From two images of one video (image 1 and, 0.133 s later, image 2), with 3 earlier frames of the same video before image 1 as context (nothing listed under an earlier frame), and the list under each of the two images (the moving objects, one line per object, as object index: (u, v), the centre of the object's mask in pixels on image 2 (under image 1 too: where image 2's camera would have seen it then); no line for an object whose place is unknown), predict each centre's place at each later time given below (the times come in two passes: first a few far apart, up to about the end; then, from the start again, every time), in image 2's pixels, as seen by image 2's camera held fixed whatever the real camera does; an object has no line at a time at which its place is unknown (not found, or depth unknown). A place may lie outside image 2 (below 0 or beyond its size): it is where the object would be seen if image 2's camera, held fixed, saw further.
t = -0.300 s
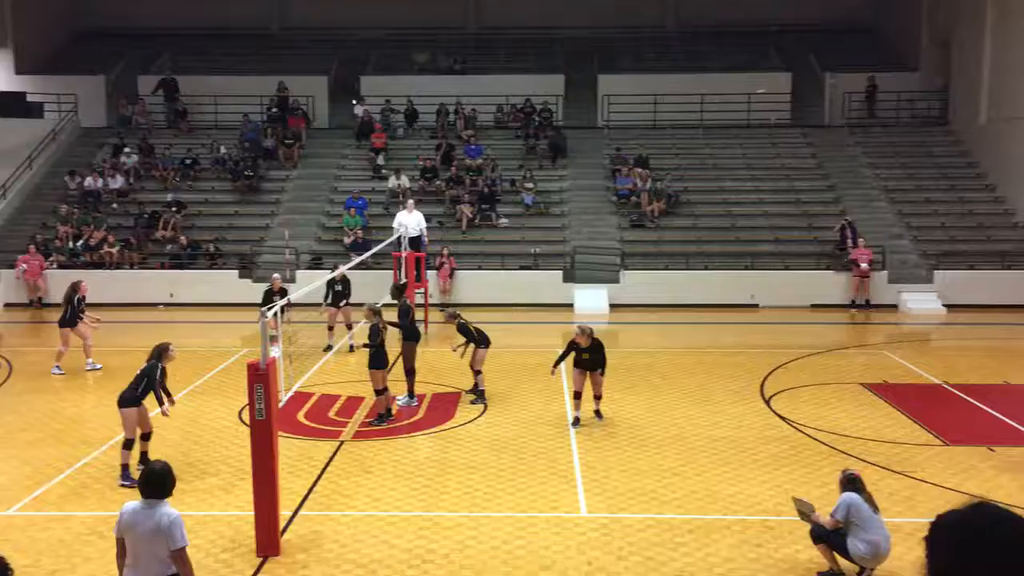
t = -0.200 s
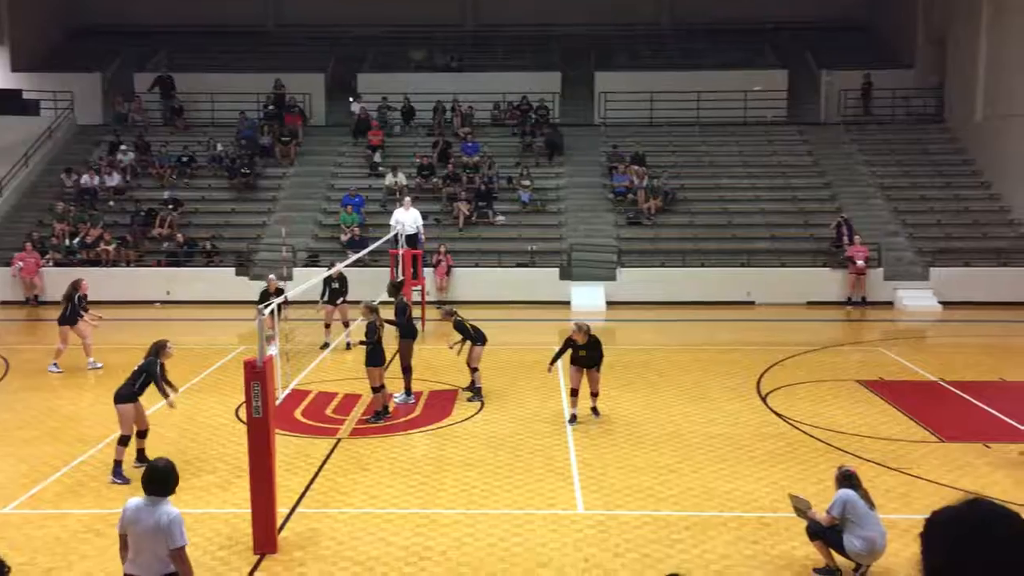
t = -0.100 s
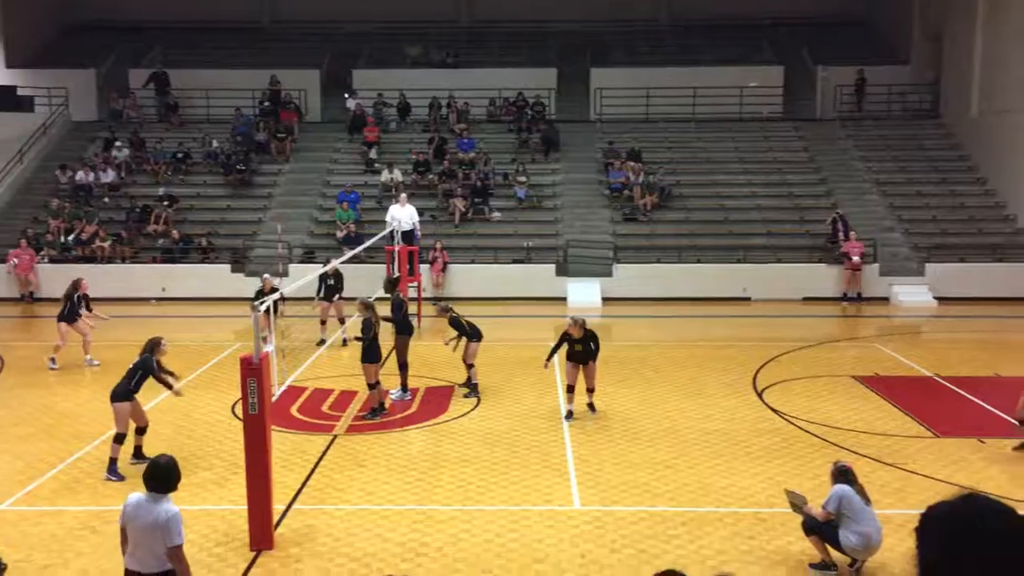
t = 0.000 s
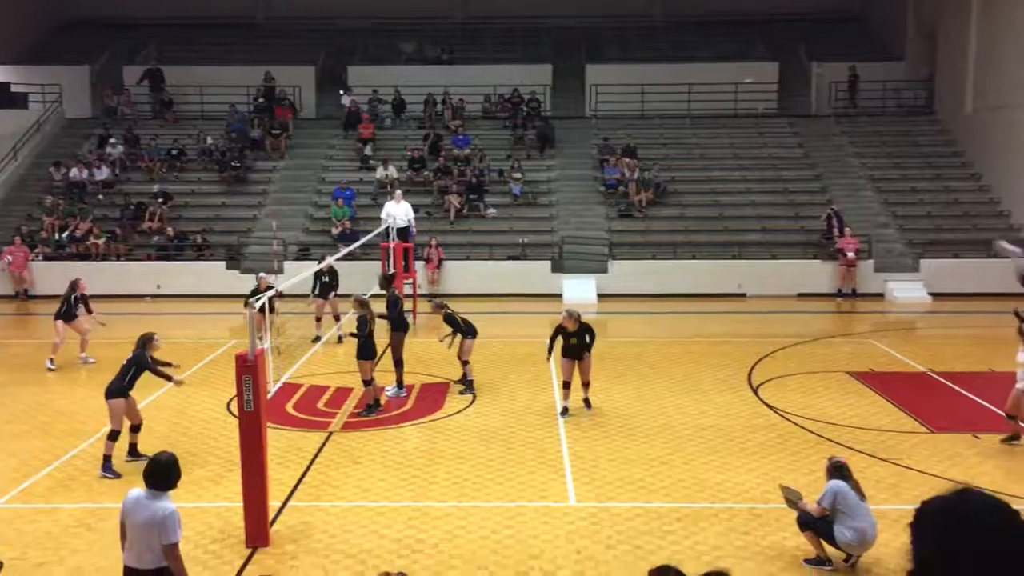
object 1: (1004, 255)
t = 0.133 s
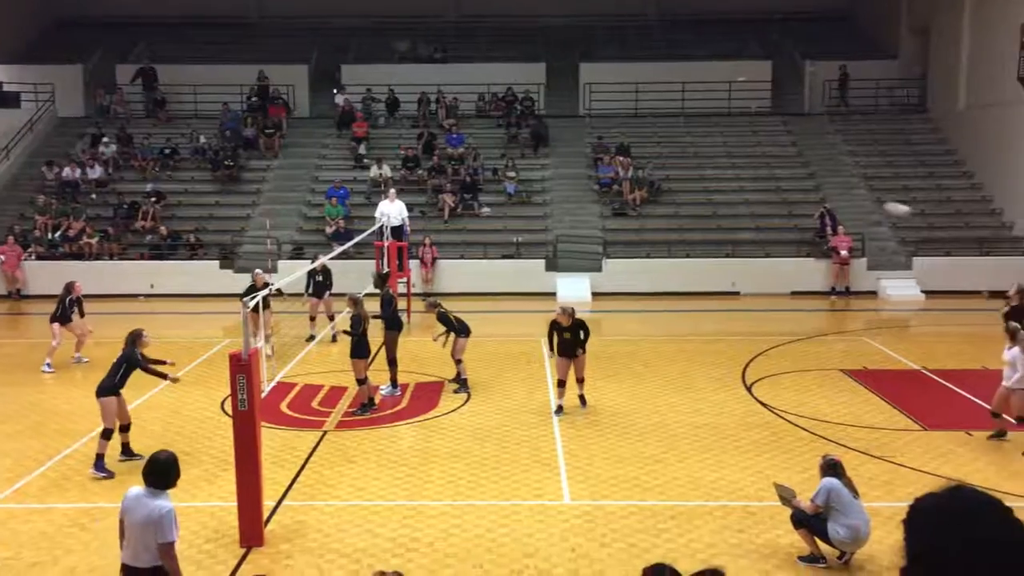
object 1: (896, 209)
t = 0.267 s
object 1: (795, 184)
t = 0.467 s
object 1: (639, 168)
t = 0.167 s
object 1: (871, 201)
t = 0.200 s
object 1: (844, 195)
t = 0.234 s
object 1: (820, 190)
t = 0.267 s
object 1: (795, 184)
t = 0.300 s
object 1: (768, 176)
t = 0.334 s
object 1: (741, 174)
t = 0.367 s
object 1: (715, 171)
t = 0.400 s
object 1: (688, 170)
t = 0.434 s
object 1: (663, 169)
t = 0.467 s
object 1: (639, 168)
